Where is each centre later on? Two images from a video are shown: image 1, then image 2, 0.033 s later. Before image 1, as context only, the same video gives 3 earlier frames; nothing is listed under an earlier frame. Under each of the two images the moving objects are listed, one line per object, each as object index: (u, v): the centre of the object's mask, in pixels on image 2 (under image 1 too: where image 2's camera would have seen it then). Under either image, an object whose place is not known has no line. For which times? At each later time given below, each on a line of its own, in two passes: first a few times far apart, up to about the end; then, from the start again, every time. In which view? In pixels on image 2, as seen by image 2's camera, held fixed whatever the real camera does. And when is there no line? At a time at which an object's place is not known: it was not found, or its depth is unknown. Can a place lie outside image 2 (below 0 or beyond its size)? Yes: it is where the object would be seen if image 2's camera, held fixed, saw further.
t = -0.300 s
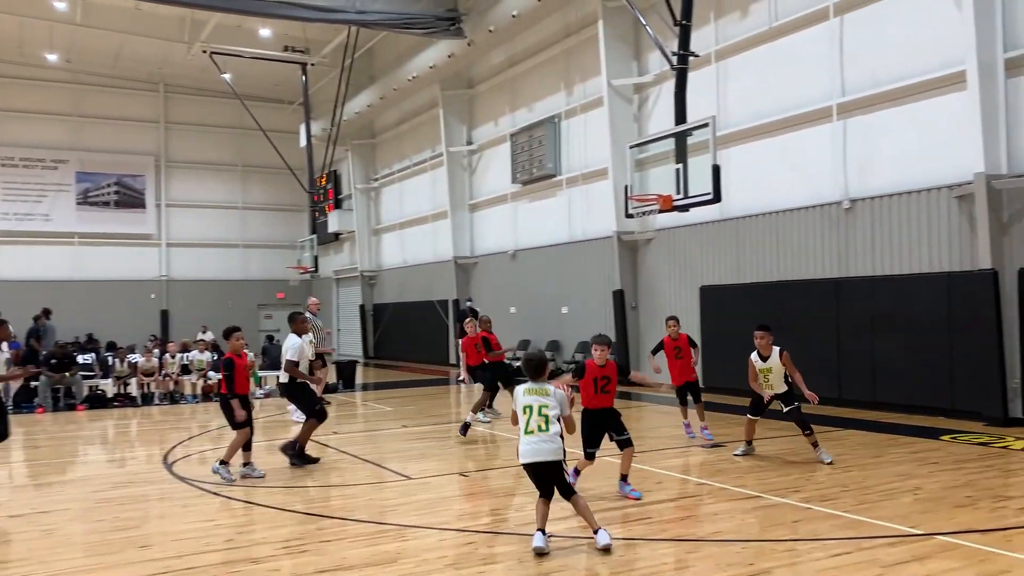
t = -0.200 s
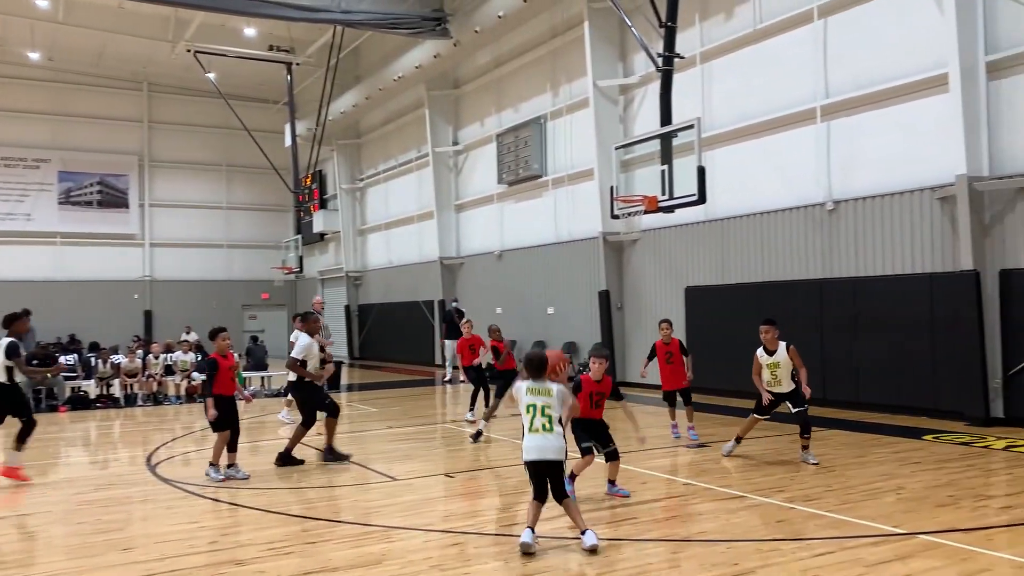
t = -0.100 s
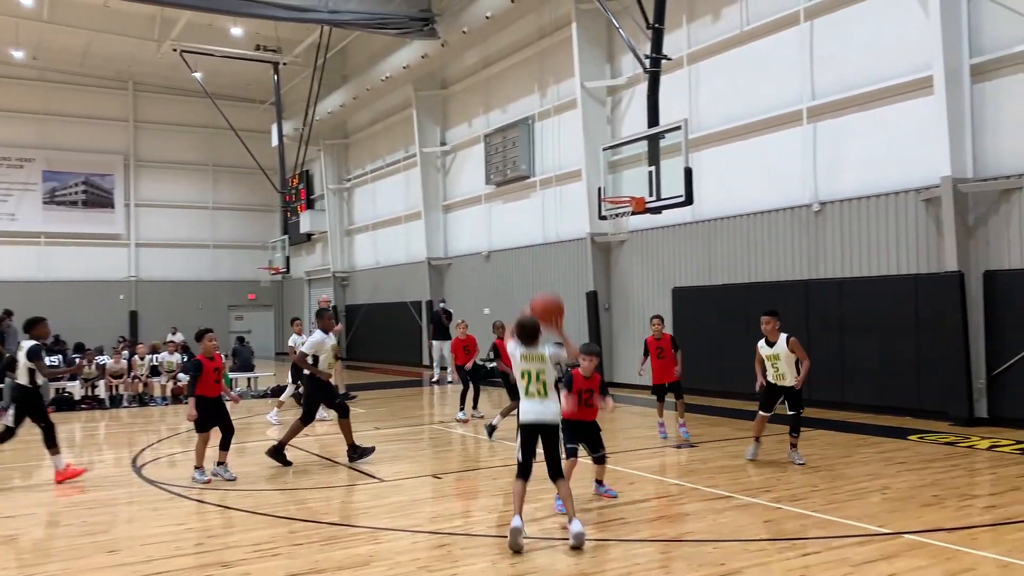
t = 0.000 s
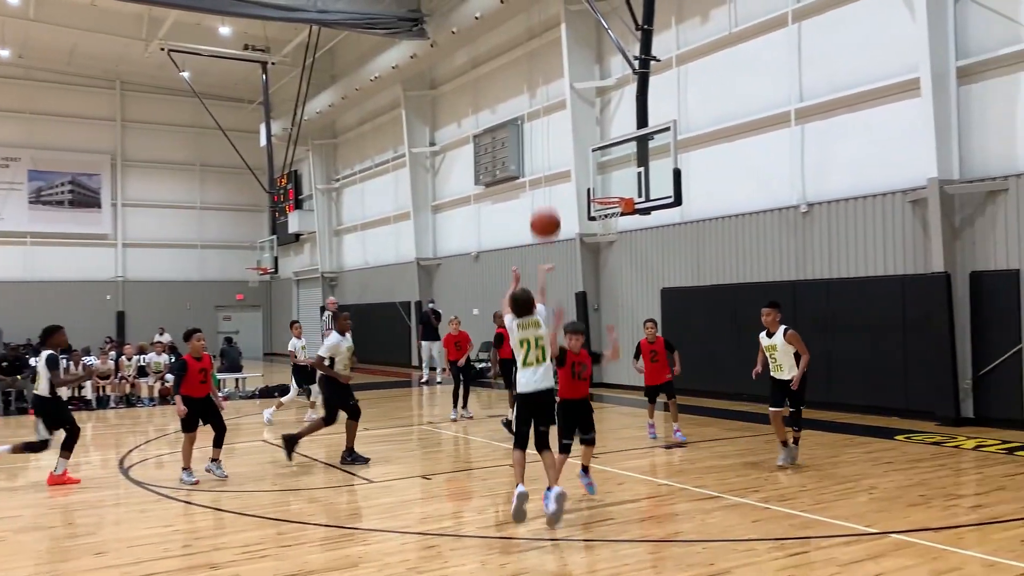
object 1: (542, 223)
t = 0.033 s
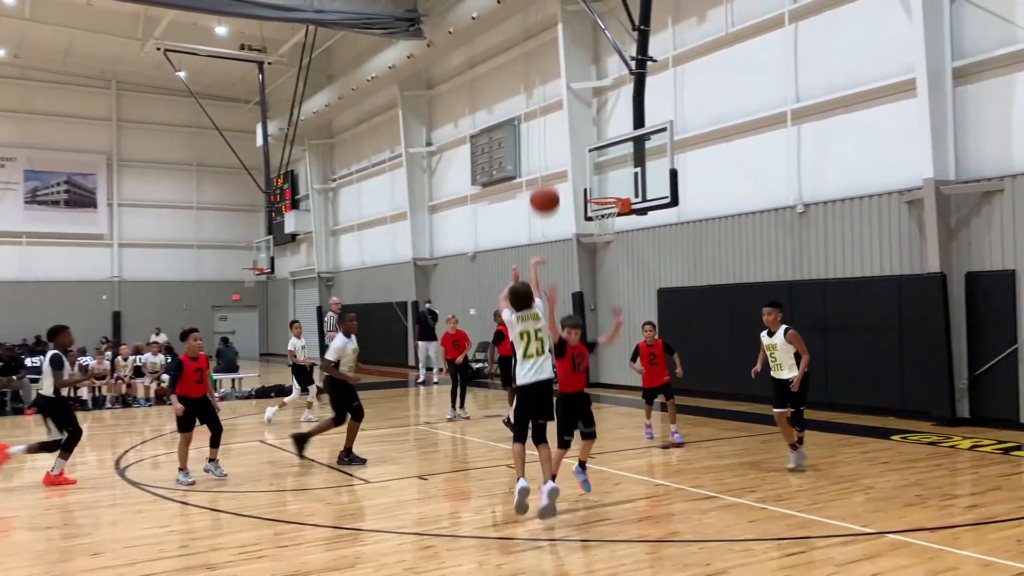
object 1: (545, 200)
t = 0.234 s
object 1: (560, 98)
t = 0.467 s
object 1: (574, 57)
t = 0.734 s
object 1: (588, 78)
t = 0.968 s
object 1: (598, 137)
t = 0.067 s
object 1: (547, 177)
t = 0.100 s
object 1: (550, 157)
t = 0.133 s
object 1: (552, 139)
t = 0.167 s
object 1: (555, 124)
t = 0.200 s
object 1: (557, 110)
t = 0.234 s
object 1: (560, 98)
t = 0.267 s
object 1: (562, 88)
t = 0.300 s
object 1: (564, 79)
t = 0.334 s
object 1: (566, 72)
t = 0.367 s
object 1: (568, 66)
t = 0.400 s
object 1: (571, 62)
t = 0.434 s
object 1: (572, 59)
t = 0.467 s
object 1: (574, 57)
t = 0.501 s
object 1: (576, 56)
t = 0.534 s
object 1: (578, 57)
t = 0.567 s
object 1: (580, 58)
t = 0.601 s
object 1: (582, 60)
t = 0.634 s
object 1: (583, 63)
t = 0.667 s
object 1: (585, 67)
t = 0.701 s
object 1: (587, 72)
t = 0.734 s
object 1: (588, 78)
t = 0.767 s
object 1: (590, 84)
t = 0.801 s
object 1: (591, 92)
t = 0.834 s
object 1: (592, 99)
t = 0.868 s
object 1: (594, 108)
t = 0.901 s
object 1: (595, 117)
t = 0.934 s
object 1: (597, 127)
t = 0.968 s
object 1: (598, 137)
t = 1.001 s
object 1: (598, 148)
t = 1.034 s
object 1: (600, 159)
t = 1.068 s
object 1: (601, 171)
